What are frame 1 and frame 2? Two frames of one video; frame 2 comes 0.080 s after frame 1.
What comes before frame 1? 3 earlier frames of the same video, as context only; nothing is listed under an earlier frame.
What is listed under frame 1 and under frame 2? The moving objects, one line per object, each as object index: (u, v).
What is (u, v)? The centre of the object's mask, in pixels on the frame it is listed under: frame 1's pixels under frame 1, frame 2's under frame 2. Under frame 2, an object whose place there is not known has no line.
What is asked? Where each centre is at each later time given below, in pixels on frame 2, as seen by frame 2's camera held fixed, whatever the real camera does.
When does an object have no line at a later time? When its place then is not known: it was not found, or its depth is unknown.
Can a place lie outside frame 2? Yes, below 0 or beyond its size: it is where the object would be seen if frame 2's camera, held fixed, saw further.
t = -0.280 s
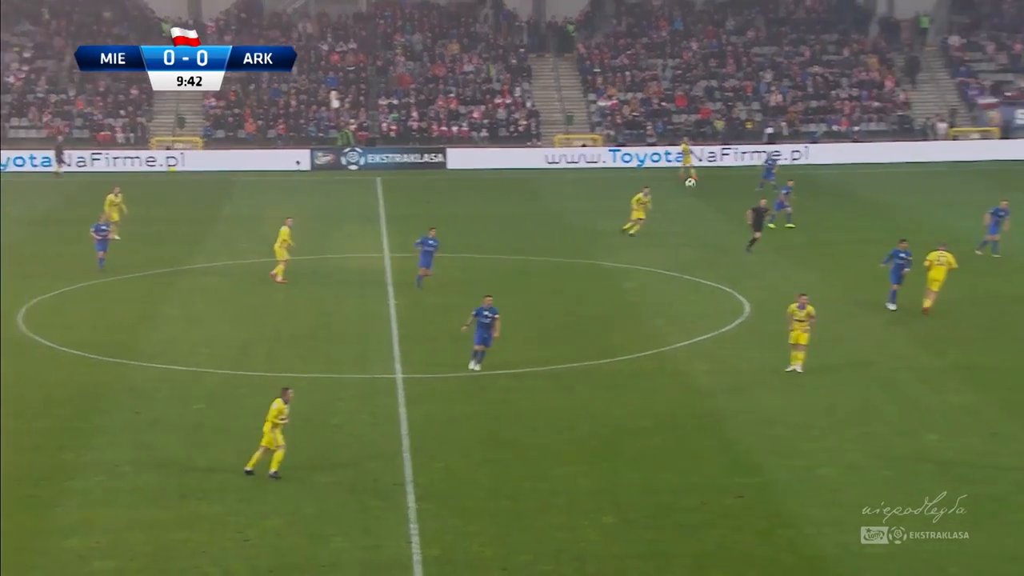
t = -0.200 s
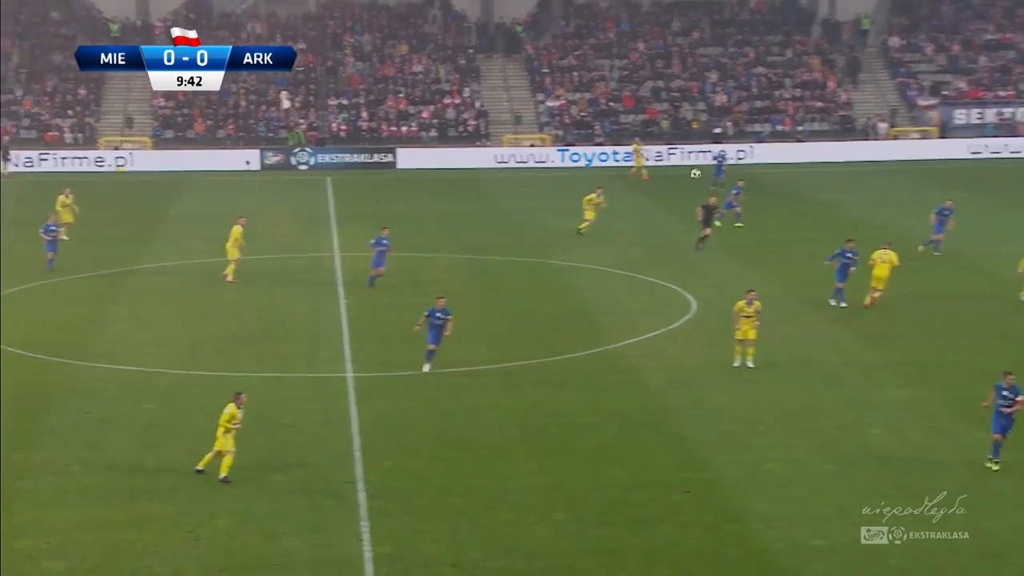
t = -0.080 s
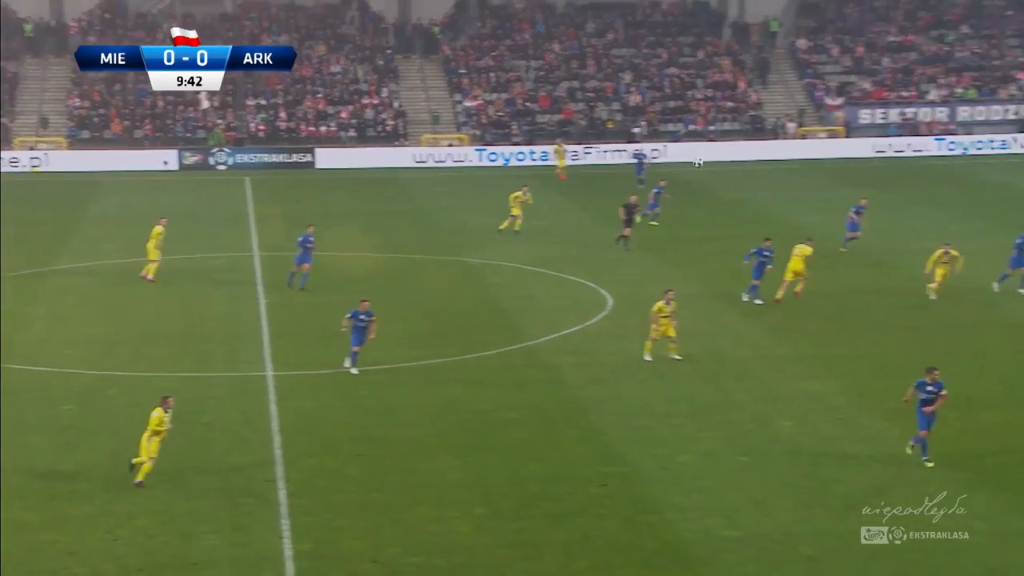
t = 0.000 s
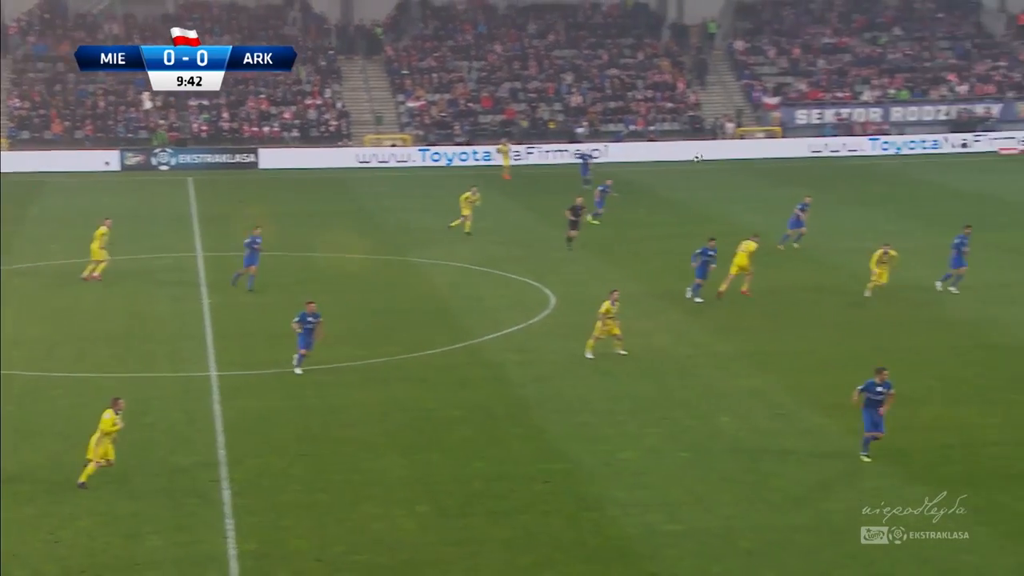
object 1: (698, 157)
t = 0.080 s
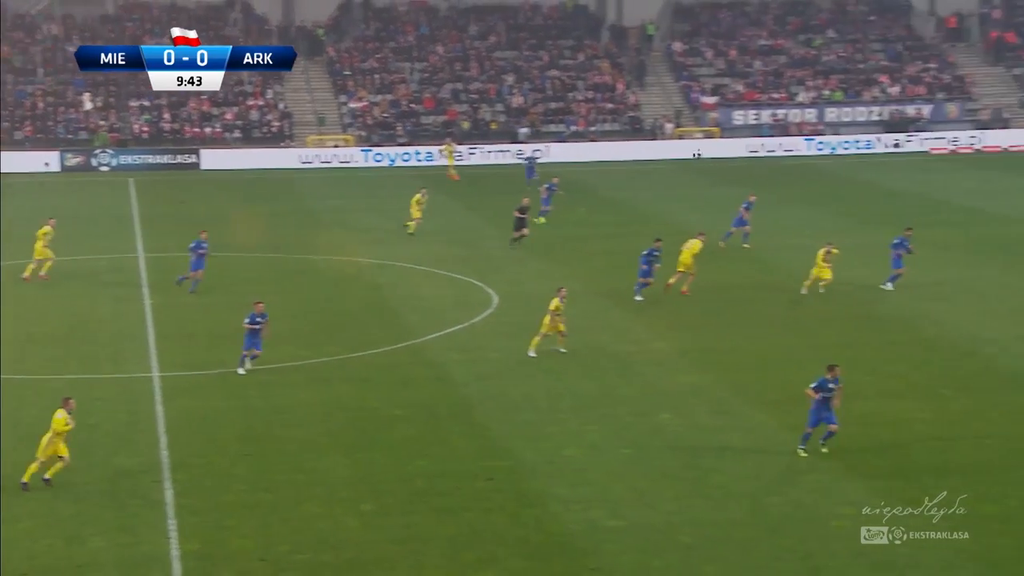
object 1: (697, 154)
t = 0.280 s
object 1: (848, 155)
